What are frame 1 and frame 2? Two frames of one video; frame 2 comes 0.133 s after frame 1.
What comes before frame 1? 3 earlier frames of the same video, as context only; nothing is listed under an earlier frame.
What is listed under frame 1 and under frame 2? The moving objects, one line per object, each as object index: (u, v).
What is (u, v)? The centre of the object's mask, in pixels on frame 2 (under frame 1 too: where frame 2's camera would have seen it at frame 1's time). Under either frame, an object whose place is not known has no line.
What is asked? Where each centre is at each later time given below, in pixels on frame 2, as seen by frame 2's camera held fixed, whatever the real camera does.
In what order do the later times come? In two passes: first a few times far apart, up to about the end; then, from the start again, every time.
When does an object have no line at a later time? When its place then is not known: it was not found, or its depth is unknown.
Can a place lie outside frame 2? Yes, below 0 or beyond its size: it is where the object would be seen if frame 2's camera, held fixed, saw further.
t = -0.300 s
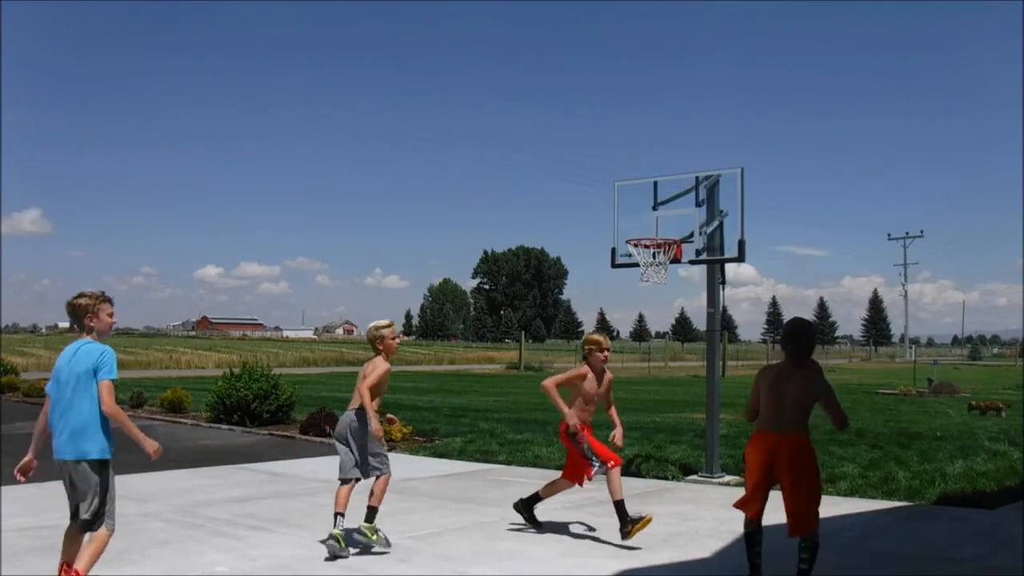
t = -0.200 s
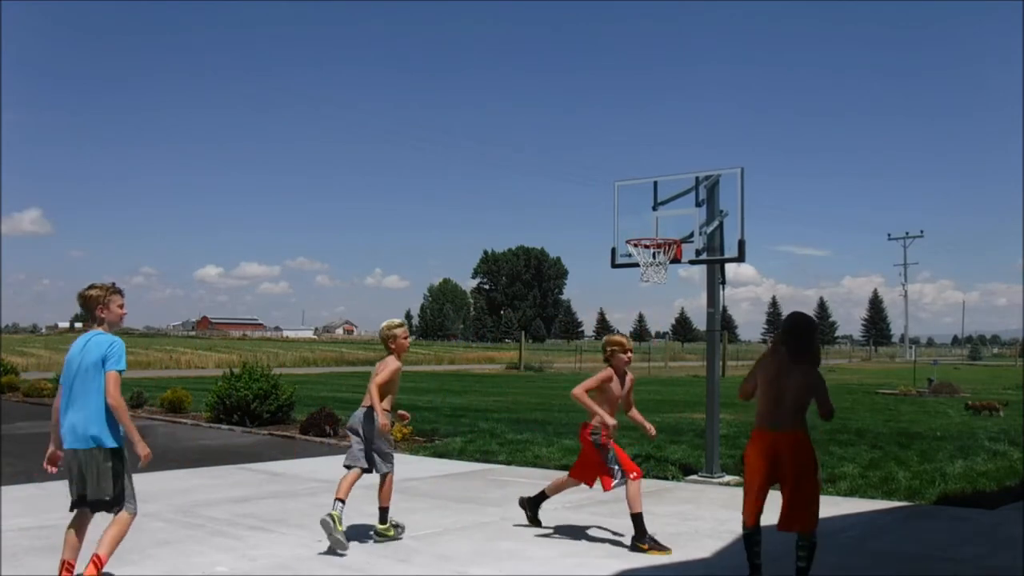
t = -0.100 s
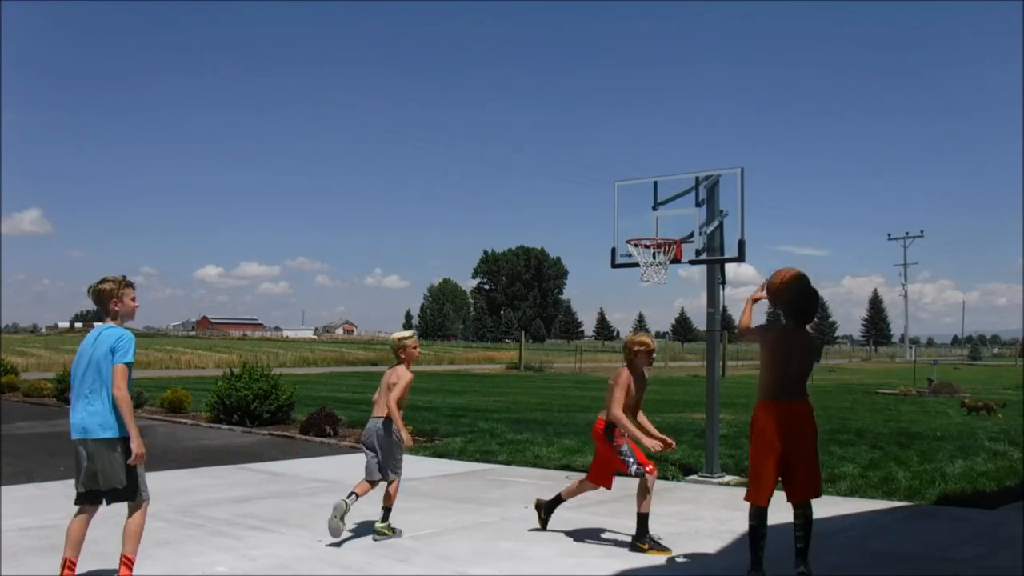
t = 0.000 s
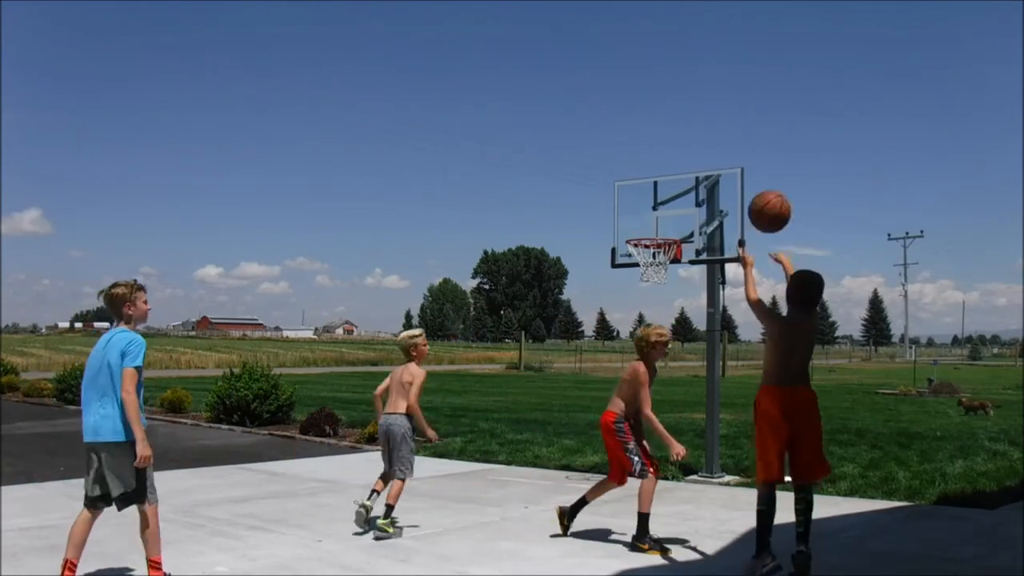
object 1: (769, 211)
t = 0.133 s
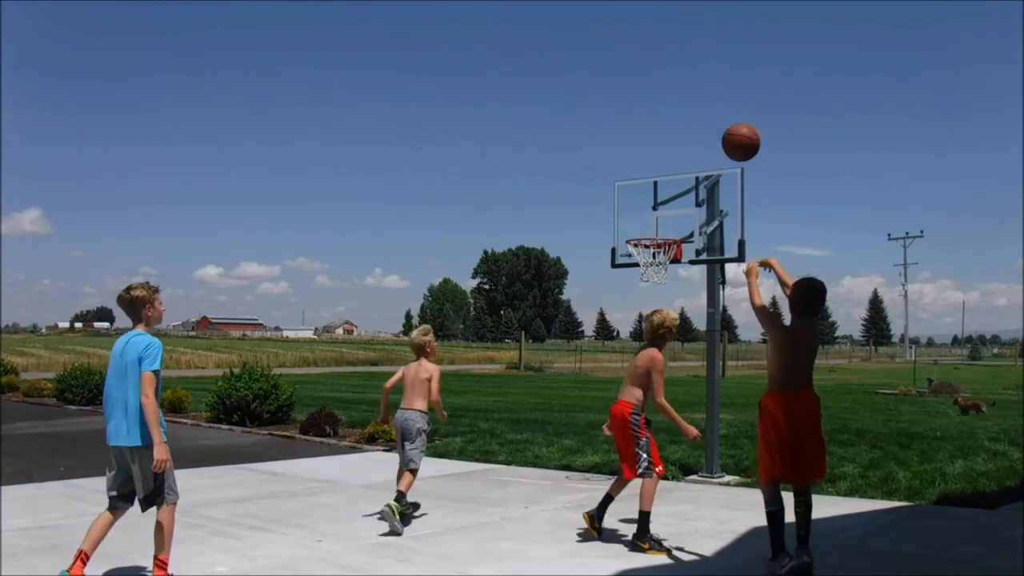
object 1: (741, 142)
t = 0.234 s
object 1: (723, 115)
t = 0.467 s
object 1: (690, 112)
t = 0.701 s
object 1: (665, 170)
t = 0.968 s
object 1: (652, 211)
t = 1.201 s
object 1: (656, 191)
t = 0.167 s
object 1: (735, 131)
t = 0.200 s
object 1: (729, 122)
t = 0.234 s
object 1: (723, 115)
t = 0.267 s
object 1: (718, 111)
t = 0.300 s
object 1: (713, 107)
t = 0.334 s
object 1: (708, 106)
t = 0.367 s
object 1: (703, 105)
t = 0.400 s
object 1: (698, 106)
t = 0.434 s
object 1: (694, 109)
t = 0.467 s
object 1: (690, 112)
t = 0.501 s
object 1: (687, 118)
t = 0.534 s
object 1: (683, 124)
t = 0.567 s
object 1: (679, 131)
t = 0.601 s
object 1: (675, 140)
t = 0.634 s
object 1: (672, 149)
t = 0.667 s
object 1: (669, 159)
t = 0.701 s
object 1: (665, 170)
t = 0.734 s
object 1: (662, 183)
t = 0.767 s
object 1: (659, 196)
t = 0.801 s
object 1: (656, 209)
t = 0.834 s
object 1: (653, 223)
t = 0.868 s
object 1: (652, 233)
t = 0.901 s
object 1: (651, 226)
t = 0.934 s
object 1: (651, 218)
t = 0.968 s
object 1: (652, 211)
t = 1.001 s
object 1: (652, 205)
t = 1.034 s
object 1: (653, 199)
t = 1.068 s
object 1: (653, 195)
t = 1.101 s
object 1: (654, 192)
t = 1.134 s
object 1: (655, 191)
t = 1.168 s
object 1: (655, 191)
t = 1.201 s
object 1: (656, 191)
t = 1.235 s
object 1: (656, 193)
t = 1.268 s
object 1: (656, 197)
